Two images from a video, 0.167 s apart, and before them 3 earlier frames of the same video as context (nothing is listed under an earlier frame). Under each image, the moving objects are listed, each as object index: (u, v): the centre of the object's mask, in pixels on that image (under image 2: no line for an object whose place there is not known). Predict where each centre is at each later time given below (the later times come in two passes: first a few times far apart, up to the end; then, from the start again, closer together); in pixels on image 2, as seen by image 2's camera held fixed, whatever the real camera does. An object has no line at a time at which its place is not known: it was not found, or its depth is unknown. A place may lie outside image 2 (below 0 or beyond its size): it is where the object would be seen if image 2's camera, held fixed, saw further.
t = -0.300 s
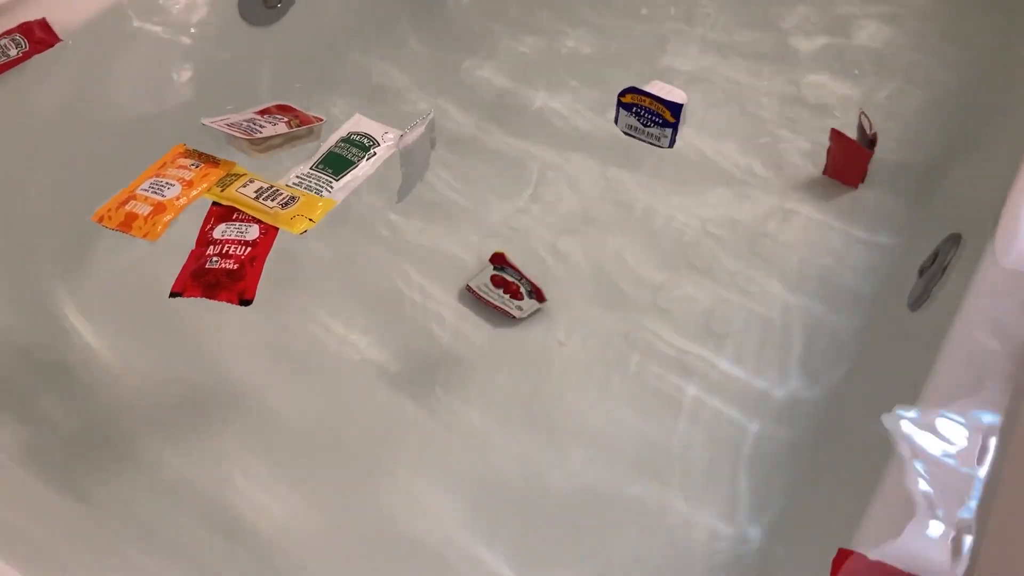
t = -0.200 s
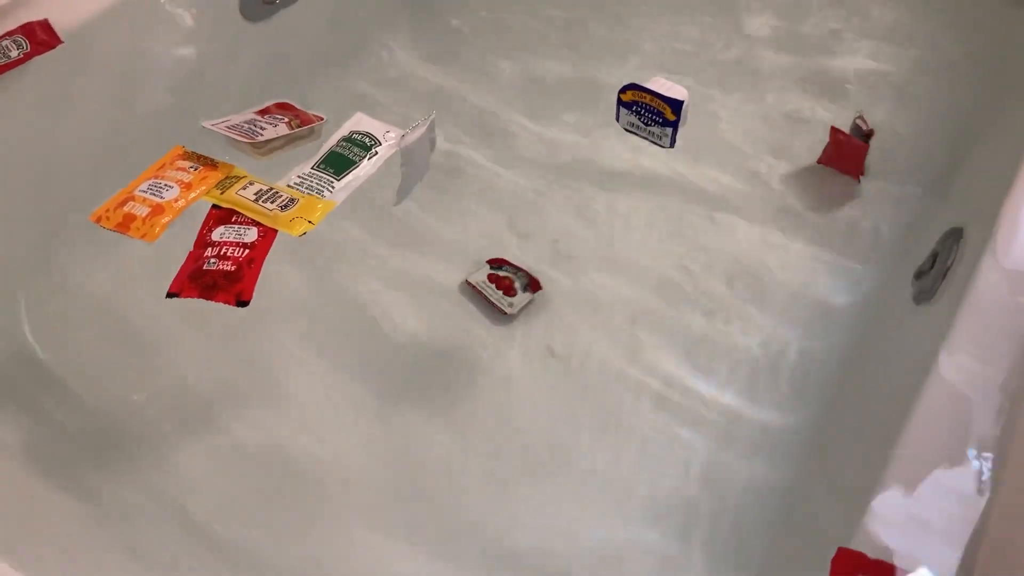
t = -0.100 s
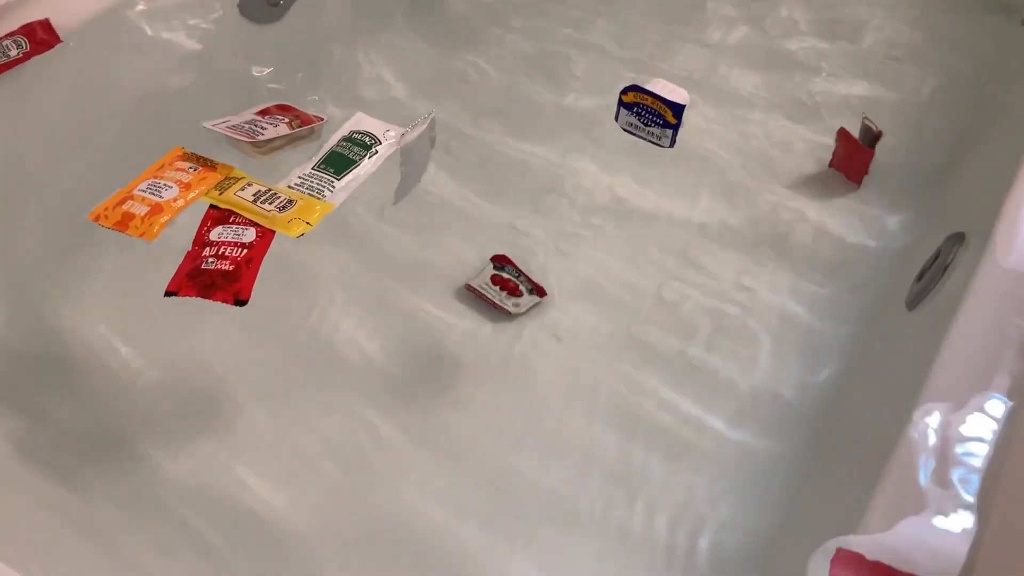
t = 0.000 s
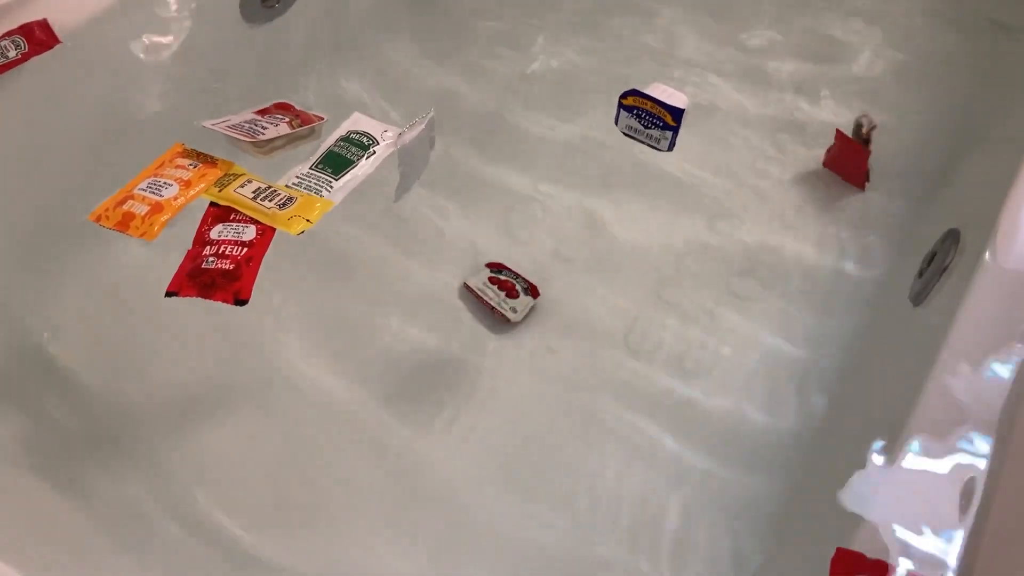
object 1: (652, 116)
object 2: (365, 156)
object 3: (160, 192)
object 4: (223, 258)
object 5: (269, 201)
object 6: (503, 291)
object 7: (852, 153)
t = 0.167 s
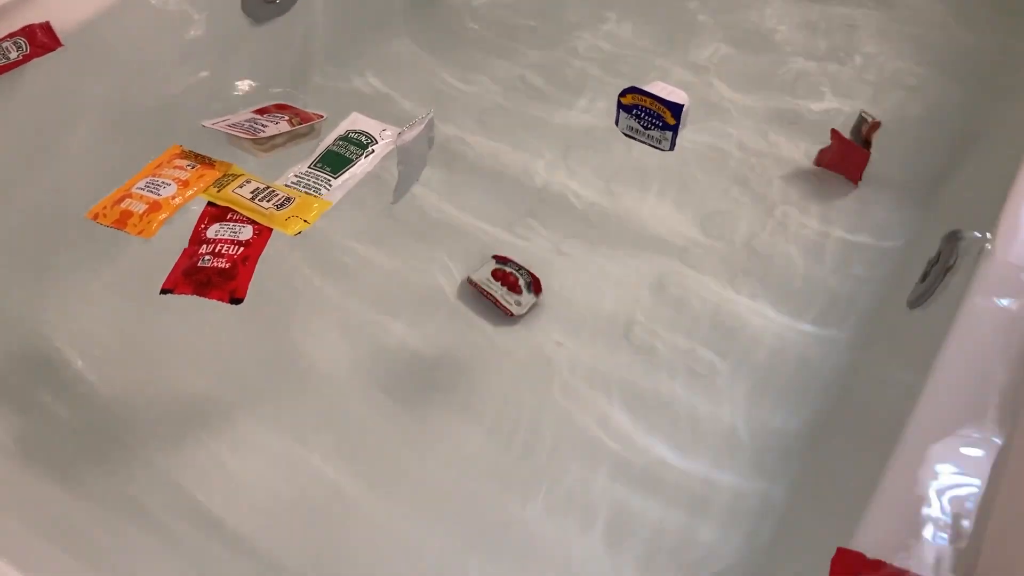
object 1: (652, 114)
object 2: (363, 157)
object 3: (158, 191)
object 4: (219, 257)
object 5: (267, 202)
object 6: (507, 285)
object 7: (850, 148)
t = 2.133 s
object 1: (651, 130)
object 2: (350, 153)
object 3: (149, 183)
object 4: (197, 249)
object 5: (254, 197)
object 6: (504, 290)
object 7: (850, 149)
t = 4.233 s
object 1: (648, 154)
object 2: (340, 154)
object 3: (145, 176)
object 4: (177, 245)
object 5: (244, 197)
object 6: (508, 291)
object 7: (855, 148)
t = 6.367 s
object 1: (638, 177)
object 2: (332, 153)
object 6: (511, 292)
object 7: (865, 153)
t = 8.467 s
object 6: (510, 291)
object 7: (862, 153)
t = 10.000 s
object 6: (511, 297)
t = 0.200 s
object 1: (652, 115)
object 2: (362, 157)
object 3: (157, 191)
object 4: (218, 257)
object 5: (266, 202)
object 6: (506, 286)
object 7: (851, 151)
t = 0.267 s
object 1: (653, 115)
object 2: (362, 156)
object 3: (157, 191)
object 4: (218, 257)
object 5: (266, 201)
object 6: (505, 287)
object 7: (852, 148)
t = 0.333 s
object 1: (653, 116)
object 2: (363, 156)
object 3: (157, 191)
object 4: (219, 257)
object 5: (266, 200)
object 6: (507, 288)
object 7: (854, 154)
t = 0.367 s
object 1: (653, 116)
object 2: (363, 156)
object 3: (158, 191)
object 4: (219, 257)
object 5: (266, 200)
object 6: (507, 288)
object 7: (856, 147)
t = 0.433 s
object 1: (653, 116)
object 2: (362, 155)
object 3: (158, 190)
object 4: (218, 256)
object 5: (266, 200)
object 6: (504, 287)
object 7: (851, 150)
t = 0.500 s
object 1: (653, 116)
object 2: (361, 156)
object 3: (158, 190)
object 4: (216, 255)
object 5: (265, 200)
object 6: (504, 286)
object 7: (852, 147)
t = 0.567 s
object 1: (654, 118)
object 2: (361, 156)
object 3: (157, 190)
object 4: (216, 254)
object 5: (264, 200)
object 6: (506, 290)
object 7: (853, 150)
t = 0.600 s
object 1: (653, 118)
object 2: (361, 155)
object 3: (156, 190)
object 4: (216, 254)
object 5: (264, 200)
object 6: (508, 288)
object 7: (854, 152)
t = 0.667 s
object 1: (653, 119)
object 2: (361, 156)
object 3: (156, 190)
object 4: (216, 256)
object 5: (264, 200)
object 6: (507, 283)
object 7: (853, 150)
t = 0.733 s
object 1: (653, 120)
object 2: (360, 156)
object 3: (157, 190)
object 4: (215, 255)
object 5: (264, 200)
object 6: (507, 285)
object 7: (851, 147)
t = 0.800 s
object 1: (654, 119)
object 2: (360, 156)
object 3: (157, 190)
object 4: (215, 255)
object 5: (264, 200)
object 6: (505, 289)
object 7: (852, 152)
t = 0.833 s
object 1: (652, 118)
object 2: (356, 154)
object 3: (151, 189)
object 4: (209, 254)
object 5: (259, 199)
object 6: (501, 292)
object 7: (854, 148)
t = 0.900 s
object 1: (650, 116)
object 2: (353, 153)
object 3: (146, 188)
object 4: (204, 252)
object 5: (255, 197)
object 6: (501, 289)
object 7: (855, 151)
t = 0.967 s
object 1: (649, 118)
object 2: (353, 153)
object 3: (147, 187)
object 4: (204, 252)
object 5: (255, 198)
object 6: (500, 284)
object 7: (854, 147)
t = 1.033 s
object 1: (650, 120)
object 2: (354, 154)
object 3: (149, 187)
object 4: (206, 253)
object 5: (256, 198)
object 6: (502, 287)
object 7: (847, 151)
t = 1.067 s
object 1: (651, 121)
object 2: (355, 154)
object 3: (151, 187)
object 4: (208, 252)
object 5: (258, 198)
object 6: (505, 287)
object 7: (847, 153)
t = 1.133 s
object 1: (650, 125)
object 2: (353, 156)
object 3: (149, 191)
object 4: (204, 255)
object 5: (256, 201)
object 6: (503, 287)
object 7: (853, 149)
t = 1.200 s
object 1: (652, 122)
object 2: (356, 153)
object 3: (151, 186)
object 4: (207, 252)
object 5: (259, 197)
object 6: (503, 285)
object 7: (855, 149)
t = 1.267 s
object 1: (651, 122)
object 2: (355, 153)
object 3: (149, 186)
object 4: (205, 253)
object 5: (257, 197)
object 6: (503, 289)
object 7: (852, 153)
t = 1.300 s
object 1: (651, 121)
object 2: (354, 153)
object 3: (148, 186)
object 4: (204, 252)
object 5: (256, 198)
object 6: (502, 289)
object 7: (851, 154)
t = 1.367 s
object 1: (651, 122)
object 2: (353, 154)
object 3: (148, 186)
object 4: (202, 252)
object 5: (256, 199)
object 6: (503, 288)
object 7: (854, 144)
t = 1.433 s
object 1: (653, 125)
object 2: (358, 155)
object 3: (155, 187)
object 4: (209, 252)
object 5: (263, 200)
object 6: (509, 286)
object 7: (853, 151)
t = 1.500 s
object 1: (652, 125)
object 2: (356, 153)
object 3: (153, 186)
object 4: (207, 251)
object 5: (261, 198)
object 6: (504, 286)
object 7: (852, 155)
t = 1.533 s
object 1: (649, 125)
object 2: (352, 152)
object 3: (148, 185)
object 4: (202, 250)
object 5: (257, 197)
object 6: (504, 285)
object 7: (851, 146)
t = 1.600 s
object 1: (651, 125)
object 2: (352, 152)
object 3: (150, 185)
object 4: (203, 251)
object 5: (257, 197)
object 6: (505, 285)
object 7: (853, 154)
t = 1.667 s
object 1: (651, 125)
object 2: (351, 152)
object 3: (148, 185)
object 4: (201, 250)
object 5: (255, 197)
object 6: (505, 288)
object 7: (858, 146)
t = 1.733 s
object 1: (650, 126)
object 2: (351, 153)
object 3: (148, 184)
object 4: (200, 250)
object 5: (255, 197)
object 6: (504, 290)
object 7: (851, 150)
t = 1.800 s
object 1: (650, 127)
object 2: (352, 153)
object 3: (148, 185)
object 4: (199, 250)
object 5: (255, 197)
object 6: (503, 287)
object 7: (850, 147)
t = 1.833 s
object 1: (650, 127)
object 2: (352, 153)
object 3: (149, 185)
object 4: (199, 250)
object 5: (256, 198)
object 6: (503, 285)
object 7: (852, 145)
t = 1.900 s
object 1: (650, 128)
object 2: (352, 152)
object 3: (150, 185)
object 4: (199, 250)
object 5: (256, 198)
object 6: (505, 285)
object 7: (855, 151)
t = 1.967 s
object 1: (651, 128)
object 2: (351, 152)
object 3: (150, 185)
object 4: (199, 250)
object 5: (256, 197)
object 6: (507, 288)
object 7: (855, 154)
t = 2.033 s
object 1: (652, 128)
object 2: (350, 154)
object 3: (149, 184)
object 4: (199, 250)
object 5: (254, 197)
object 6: (508, 288)
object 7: (854, 152)
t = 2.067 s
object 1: (652, 129)
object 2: (350, 154)
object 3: (149, 183)
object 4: (198, 249)
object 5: (254, 197)
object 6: (504, 290)
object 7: (855, 147)
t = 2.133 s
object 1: (651, 130)
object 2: (350, 153)
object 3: (149, 183)
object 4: (197, 249)
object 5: (254, 197)
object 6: (504, 290)
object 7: (850, 149)
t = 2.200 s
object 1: (650, 132)
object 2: (350, 152)
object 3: (149, 183)
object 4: (196, 249)
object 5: (254, 197)
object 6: (504, 287)
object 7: (852, 152)
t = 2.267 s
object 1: (650, 133)
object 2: (350, 152)
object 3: (149, 183)
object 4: (196, 249)
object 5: (254, 197)
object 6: (508, 286)
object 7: (857, 146)
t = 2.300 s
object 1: (650, 133)
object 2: (349, 153)
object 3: (149, 183)
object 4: (195, 250)
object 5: (253, 197)
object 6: (507, 288)
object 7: (855, 149)
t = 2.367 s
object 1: (650, 132)
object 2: (349, 154)
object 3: (149, 183)
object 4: (195, 249)
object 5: (252, 197)
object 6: (504, 291)
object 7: (855, 150)
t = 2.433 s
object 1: (651, 132)
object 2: (350, 154)
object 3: (149, 183)
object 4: (195, 249)
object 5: (252, 197)
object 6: (505, 288)
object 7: (856, 152)
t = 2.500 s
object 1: (651, 134)
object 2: (349, 153)
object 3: (148, 183)
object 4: (194, 249)
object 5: (253, 197)
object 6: (506, 288)
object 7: (852, 152)
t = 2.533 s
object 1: (651, 135)
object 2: (348, 153)
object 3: (148, 183)
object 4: (193, 249)
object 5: (253, 197)
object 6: (505, 287)
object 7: (852, 152)
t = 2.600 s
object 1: (650, 139)
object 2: (348, 154)
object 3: (148, 182)
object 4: (193, 249)
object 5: (252, 198)
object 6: (505, 293)
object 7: (858, 152)
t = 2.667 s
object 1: (650, 136)
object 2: (348, 153)
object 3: (147, 180)
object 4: (192, 247)
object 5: (250, 196)
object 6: (505, 289)
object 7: (857, 148)
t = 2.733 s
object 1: (651, 136)
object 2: (348, 153)
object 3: (146, 180)
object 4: (191, 247)
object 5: (250, 195)
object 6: (507, 287)
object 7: (855, 149)
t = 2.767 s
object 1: (651, 136)
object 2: (348, 153)
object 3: (147, 181)
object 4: (191, 247)
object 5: (251, 195)
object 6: (506, 286)
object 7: (854, 149)
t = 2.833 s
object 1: (652, 137)
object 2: (349, 152)
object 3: (148, 182)
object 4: (192, 248)
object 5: (253, 196)
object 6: (506, 290)
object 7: (855, 151)
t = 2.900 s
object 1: (650, 138)
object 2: (348, 153)
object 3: (147, 182)
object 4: (190, 249)
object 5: (251, 197)
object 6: (505, 289)
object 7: (857, 155)
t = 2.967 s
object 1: (649, 141)
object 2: (347, 154)
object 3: (146, 181)
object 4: (189, 248)
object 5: (249, 197)
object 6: (509, 291)
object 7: (856, 149)
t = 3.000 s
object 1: (650, 141)
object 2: (347, 154)
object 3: (145, 180)
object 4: (189, 247)
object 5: (249, 196)
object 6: (510, 289)
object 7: (856, 146)
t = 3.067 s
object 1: (651, 140)
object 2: (346, 153)
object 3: (144, 180)
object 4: (188, 246)
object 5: (247, 196)
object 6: (505, 290)
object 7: (855, 151)
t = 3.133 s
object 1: (650, 140)
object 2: (345, 153)
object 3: (145, 179)
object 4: (188, 246)
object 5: (248, 195)
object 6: (507, 288)
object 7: (856, 148)
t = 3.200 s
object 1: (650, 141)
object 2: (344, 153)
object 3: (145, 179)
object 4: (187, 247)
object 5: (248, 196)
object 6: (503, 284)
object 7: (859, 150)
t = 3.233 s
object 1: (650, 141)
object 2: (344, 153)
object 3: (145, 179)
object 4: (187, 247)
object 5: (248, 197)
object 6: (506, 287)
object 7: (855, 153)
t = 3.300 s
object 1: (650, 142)
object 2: (345, 154)
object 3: (144, 180)
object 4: (186, 247)
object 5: (247, 198)
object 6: (510, 290)
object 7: (854, 152)
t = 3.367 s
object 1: (649, 144)
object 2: (345, 155)
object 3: (143, 180)
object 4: (186, 247)
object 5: (247, 197)
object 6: (507, 293)
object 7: (859, 152)
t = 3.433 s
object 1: (649, 145)
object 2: (344, 154)
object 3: (144, 180)
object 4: (186, 246)
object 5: (246, 196)
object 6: (506, 290)
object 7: (856, 146)
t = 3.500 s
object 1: (649, 145)
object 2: (344, 154)
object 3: (144, 179)
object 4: (184, 246)
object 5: (246, 196)
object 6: (505, 286)
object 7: (855, 150)
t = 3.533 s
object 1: (649, 144)
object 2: (344, 153)
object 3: (144, 179)
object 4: (184, 246)
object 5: (247, 196)
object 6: (507, 287)
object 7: (855, 153)
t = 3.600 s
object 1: (650, 146)
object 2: (343, 154)
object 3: (143, 178)
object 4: (182, 246)
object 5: (246, 197)
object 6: (508, 288)
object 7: (861, 146)
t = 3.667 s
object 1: (650, 146)
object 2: (343, 154)
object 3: (142, 177)
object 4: (182, 246)
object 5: (245, 197)
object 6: (511, 289)
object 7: (857, 153)
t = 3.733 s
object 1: (648, 147)
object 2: (342, 155)
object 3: (142, 178)
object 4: (182, 246)
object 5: (244, 197)
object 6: (505, 293)
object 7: (858, 150)
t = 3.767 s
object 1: (648, 148)
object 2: (342, 155)
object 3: (144, 179)
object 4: (183, 246)
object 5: (245, 197)
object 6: (505, 291)
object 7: (859, 146)
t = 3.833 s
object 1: (649, 149)
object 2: (342, 154)
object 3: (145, 179)
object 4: (182, 245)
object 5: (246, 197)
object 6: (506, 288)
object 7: (856, 151)
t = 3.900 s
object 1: (649, 149)
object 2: (343, 154)
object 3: (145, 178)
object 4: (181, 246)
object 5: (247, 197)
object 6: (510, 286)
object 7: (856, 154)
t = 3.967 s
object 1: (649, 150)
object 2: (342, 153)
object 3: (144, 176)
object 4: (181, 246)
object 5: (245, 196)
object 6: (510, 293)
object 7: (860, 146)
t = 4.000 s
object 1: (649, 150)
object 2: (342, 154)
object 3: (144, 176)
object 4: (181, 246)
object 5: (244, 197)
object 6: (506, 294)
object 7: (859, 149)
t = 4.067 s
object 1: (649, 151)
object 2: (341, 155)
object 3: (143, 176)
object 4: (180, 245)
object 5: (243, 197)
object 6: (507, 290)
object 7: (858, 153)
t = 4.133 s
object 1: (648, 152)
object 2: (340, 155)
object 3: (143, 177)
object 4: (178, 244)
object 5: (243, 196)
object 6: (509, 287)
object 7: (859, 154)
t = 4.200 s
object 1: (647, 153)
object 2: (340, 154)
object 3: (144, 176)
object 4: (177, 245)
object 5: (243, 197)
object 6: (509, 288)
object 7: (859, 147)
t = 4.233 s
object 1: (648, 154)
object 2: (340, 154)
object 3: (145, 176)
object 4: (177, 245)
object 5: (244, 197)
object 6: (508, 291)
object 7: (855, 148)
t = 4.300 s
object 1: (648, 154)
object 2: (342, 154)
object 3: (145, 174)
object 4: (178, 245)
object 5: (244, 196)
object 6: (509, 294)
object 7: (854, 155)
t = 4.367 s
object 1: (648, 153)
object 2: (340, 154)
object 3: (144, 174)
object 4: (176, 244)
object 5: (241, 196)
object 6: (509, 289)
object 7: (866, 145)
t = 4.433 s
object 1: (648, 154)
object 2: (339, 154)
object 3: (144, 174)
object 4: (176, 243)
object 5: (241, 195)
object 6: (509, 286)
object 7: (859, 149)
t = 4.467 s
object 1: (648, 155)
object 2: (339, 154)
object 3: (144, 174)
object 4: (175, 243)
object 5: (241, 196)
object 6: (508, 288)
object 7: (857, 152)
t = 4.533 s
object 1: (647, 157)
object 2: (339, 154)
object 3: (145, 173)
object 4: (174, 243)
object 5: (242, 196)
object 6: (507, 292)
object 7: (857, 152)
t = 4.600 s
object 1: (647, 157)
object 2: (339, 154)
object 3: (145, 172)
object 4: (173, 243)
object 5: (241, 195)
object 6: (507, 290)
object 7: (859, 147)
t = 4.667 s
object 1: (646, 157)
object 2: (337, 154)
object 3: (144, 171)
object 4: (173, 243)
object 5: (239, 195)
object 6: (512, 287)
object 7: (860, 150)
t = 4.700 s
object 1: (646, 157)
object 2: (337, 154)
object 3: (144, 172)
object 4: (173, 243)
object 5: (239, 195)
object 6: (509, 288)
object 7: (858, 154)
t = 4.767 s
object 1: (646, 158)
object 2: (338, 155)
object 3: (144, 173)
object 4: (173, 242)
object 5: (239, 196)
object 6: (507, 292)
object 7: (858, 144)
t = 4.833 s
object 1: (645, 159)
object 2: (337, 154)
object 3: (145, 172)
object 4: (172, 242)
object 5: (239, 196)
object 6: (509, 289)
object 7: (858, 149)
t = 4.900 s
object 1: (646, 160)
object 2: (337, 154)
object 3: (145, 170)
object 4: (171, 243)
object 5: (238, 195)
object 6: (510, 287)
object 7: (860, 153)
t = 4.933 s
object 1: (646, 160)
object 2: (337, 154)
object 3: (144, 169)
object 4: (171, 242)
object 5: (238, 195)
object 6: (510, 288)
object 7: (862, 153)
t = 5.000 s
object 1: (645, 161)
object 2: (335, 155)
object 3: (143, 170)
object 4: (170, 242)
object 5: (236, 195)
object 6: (507, 291)
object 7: (864, 149)
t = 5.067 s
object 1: (645, 161)
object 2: (334, 155)
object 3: (142, 170)
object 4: (169, 241)
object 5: (236, 195)
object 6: (507, 291)
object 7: (859, 148)
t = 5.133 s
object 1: (644, 162)
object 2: (335, 154)
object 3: (143, 170)
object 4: (169, 241)
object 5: (237, 194)
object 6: (512, 288)
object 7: (858, 148)
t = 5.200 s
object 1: (644, 165)
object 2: (336, 154)
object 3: (143, 169)
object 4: (169, 241)
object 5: (237, 194)
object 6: (509, 287)
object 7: (860, 147)
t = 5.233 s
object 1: (644, 165)
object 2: (336, 154)
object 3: (143, 168)
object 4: (168, 241)
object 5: (236, 194)
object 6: (510, 292)
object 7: (858, 151)
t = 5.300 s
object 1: (644, 165)
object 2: (333, 155)
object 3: (141, 168)
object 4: (167, 241)
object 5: (234, 194)
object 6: (507, 291)
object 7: (864, 149)
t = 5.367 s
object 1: (644, 165)
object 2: (333, 155)
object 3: (140, 168)
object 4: (166, 240)
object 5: (234, 195)
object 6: (509, 290)
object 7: (864, 147)
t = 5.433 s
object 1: (643, 165)
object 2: (335, 154)
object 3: (141, 168)
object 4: (166, 239)
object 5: (235, 194)
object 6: (510, 289)
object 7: (862, 151)
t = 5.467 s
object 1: (643, 166)
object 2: (335, 154)
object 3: (141, 168)
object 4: (166, 239)
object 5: (235, 193)
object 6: (509, 290)
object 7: (858, 154)
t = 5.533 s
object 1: (643, 168)
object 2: (334, 154)
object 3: (140, 168)
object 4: (166, 239)
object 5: (234, 193)
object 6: (509, 291)
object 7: (859, 143)
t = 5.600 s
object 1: (642, 169)
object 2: (334, 154)
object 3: (140, 167)
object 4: (166, 239)
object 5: (233, 193)
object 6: (509, 290)
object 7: (860, 149)
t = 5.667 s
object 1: (642, 169)
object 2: (334, 154)
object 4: (165, 238)
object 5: (233, 193)
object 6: (507, 292)
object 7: (860, 159)
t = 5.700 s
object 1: (642, 169)
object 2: (334, 154)
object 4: (164, 237)
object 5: (233, 193)
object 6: (508, 289)
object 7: (858, 159)
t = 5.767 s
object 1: (642, 170)
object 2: (333, 154)
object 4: (164, 237)
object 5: (233, 192)
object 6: (512, 290)
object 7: (866, 146)
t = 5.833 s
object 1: (641, 171)
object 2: (334, 154)
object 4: (164, 237)
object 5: (232, 191)
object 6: (509, 290)
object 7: (861, 151)
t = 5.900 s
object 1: (641, 171)
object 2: (333, 153)
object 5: (232, 191)
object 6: (508, 292)
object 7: (863, 146)
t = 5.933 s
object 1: (641, 171)
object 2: (333, 153)
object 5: (232, 191)
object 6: (508, 293)
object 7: (863, 148)
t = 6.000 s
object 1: (640, 173)
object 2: (332, 153)
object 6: (510, 290)
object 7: (866, 147)
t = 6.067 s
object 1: (640, 174)
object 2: (332, 153)
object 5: (231, 191)
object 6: (509, 292)
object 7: (863, 153)
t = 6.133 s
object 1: (640, 175)
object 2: (333, 153)
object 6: (511, 293)
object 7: (865, 150)
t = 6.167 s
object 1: (640, 176)
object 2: (333, 153)
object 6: (510, 292)
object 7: (864, 147)
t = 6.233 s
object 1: (639, 176)
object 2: (332, 153)
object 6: (509, 290)
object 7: (861, 147)
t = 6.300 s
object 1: (639, 177)
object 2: (331, 153)
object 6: (508, 292)
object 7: (863, 151)
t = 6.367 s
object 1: (638, 177)
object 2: (332, 153)
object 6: (511, 292)
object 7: (865, 153)
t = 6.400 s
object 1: (638, 177)
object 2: (333, 153)
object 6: (510, 292)
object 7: (865, 146)
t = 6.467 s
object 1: (637, 179)
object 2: (333, 152)
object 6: (511, 291)
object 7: (865, 146)
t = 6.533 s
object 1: (638, 179)
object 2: (332, 152)
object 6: (508, 291)
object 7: (864, 153)
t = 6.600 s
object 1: (637, 180)
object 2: (333, 152)
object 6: (511, 293)
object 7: (867, 150)
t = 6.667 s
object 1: (637, 181)
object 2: (332, 152)
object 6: (510, 292)
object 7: (864, 147)
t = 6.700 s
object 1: (636, 181)
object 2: (333, 152)
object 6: (510, 294)
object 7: (861, 148)
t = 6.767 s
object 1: (636, 182)
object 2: (333, 151)
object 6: (510, 291)
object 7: (859, 151)
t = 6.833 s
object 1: (635, 183)
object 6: (508, 292)
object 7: (867, 146)
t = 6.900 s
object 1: (635, 184)
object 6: (511, 291)
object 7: (868, 150)
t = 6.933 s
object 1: (635, 184)
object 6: (511, 291)
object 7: (866, 154)
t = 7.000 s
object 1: (635, 184)
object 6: (512, 295)
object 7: (865, 152)
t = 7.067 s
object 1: (634, 185)
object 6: (508, 295)
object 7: (866, 148)
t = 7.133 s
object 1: (633, 187)
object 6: (511, 291)
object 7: (864, 148)
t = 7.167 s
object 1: (633, 188)
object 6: (509, 291)
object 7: (861, 150)
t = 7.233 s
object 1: (632, 190)
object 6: (511, 292)
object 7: (860, 152)
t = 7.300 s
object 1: (633, 190)
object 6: (510, 293)
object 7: (870, 148)
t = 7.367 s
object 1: (633, 189)
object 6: (512, 294)
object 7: (868, 151)
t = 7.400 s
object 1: (632, 188)
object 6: (512, 293)
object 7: (865, 152)
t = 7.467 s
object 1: (631, 189)
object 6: (508, 294)
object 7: (862, 147)
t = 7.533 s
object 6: (510, 293)
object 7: (863, 153)
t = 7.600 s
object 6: (511, 292)
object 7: (866, 149)
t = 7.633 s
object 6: (513, 292)
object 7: (867, 149)
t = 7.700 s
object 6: (509, 296)
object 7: (860, 153)
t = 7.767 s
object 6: (509, 295)
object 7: (860, 155)
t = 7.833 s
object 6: (509, 291)
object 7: (865, 150)
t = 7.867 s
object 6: (511, 291)
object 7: (866, 149)
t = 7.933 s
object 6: (511, 293)
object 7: (863, 156)
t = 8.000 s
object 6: (510, 297)
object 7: (861, 158)
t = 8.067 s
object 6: (510, 298)
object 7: (863, 147)
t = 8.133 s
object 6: (512, 292)
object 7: (860, 155)
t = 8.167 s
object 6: (514, 291)
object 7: (860, 159)
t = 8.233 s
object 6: (510, 290)
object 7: (863, 155)
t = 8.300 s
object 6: (510, 297)
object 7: (863, 148)
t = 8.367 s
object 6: (512, 298)
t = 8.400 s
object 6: (511, 297)
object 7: (860, 154)
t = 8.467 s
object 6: (510, 291)
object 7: (862, 153)
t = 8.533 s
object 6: (513, 292)
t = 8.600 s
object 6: (510, 295)
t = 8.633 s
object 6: (510, 298)
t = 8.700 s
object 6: (512, 295)
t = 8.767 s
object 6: (513, 293)
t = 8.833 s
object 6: (510, 296)
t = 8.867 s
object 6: (509, 295)
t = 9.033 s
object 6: (510, 296)
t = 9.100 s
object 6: (510, 295)
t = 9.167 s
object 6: (511, 295)
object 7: (856, 156)
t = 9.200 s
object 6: (513, 292)
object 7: (858, 149)
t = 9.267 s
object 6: (513, 294)
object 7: (860, 150)
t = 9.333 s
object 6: (509, 293)
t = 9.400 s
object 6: (510, 296)
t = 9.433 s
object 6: (511, 297)
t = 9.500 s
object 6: (513, 296)
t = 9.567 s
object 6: (513, 296)
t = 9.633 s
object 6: (509, 293)
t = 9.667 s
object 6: (511, 294)
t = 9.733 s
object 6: (510, 298)
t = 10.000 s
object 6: (511, 297)
